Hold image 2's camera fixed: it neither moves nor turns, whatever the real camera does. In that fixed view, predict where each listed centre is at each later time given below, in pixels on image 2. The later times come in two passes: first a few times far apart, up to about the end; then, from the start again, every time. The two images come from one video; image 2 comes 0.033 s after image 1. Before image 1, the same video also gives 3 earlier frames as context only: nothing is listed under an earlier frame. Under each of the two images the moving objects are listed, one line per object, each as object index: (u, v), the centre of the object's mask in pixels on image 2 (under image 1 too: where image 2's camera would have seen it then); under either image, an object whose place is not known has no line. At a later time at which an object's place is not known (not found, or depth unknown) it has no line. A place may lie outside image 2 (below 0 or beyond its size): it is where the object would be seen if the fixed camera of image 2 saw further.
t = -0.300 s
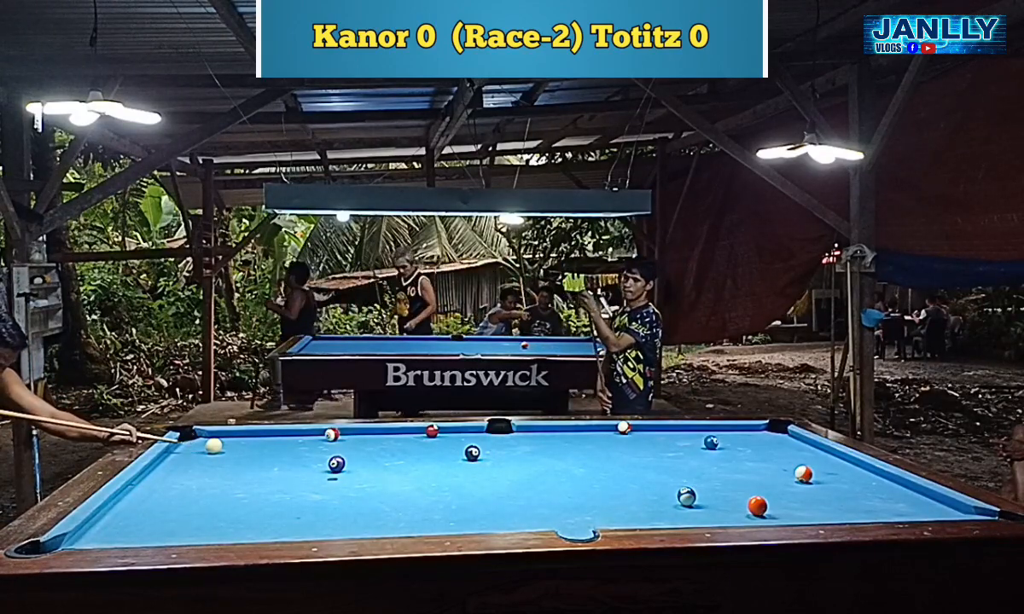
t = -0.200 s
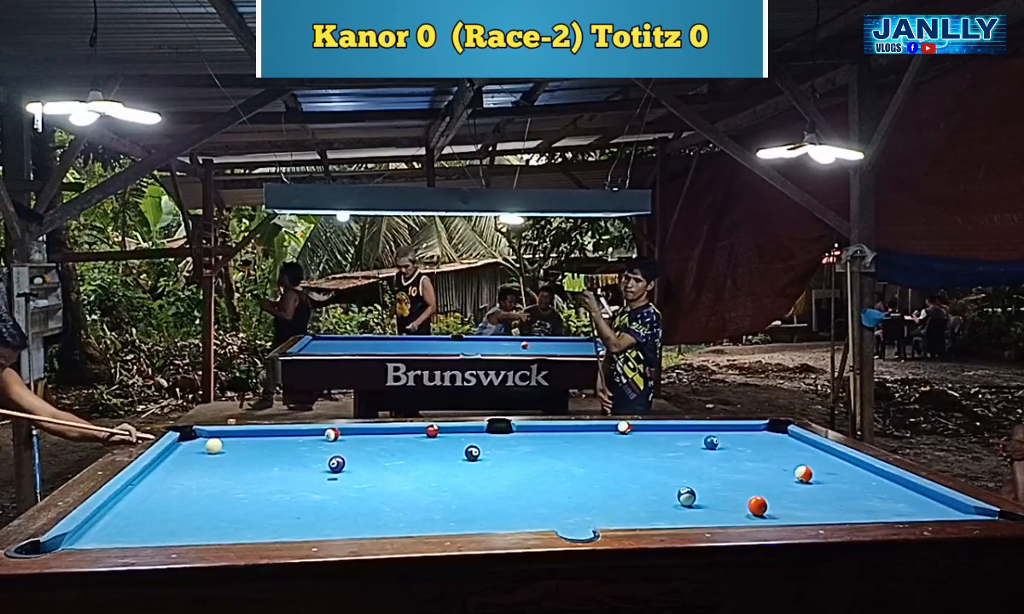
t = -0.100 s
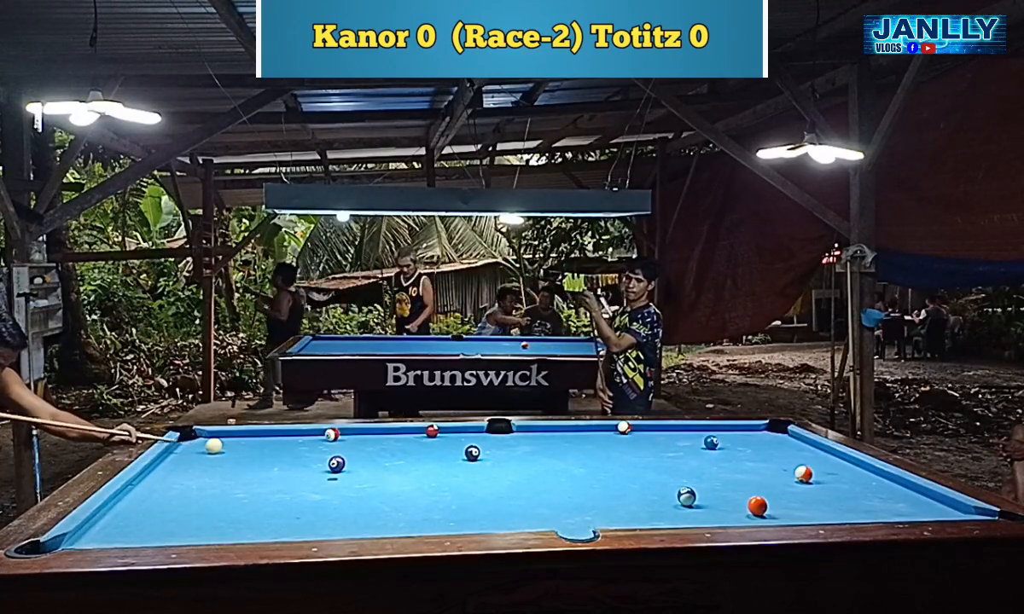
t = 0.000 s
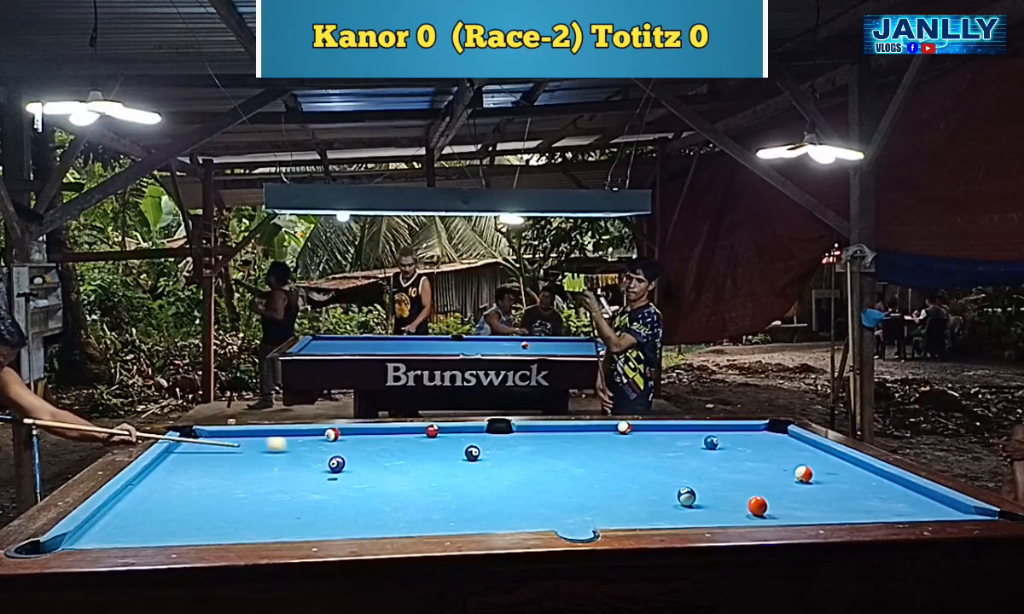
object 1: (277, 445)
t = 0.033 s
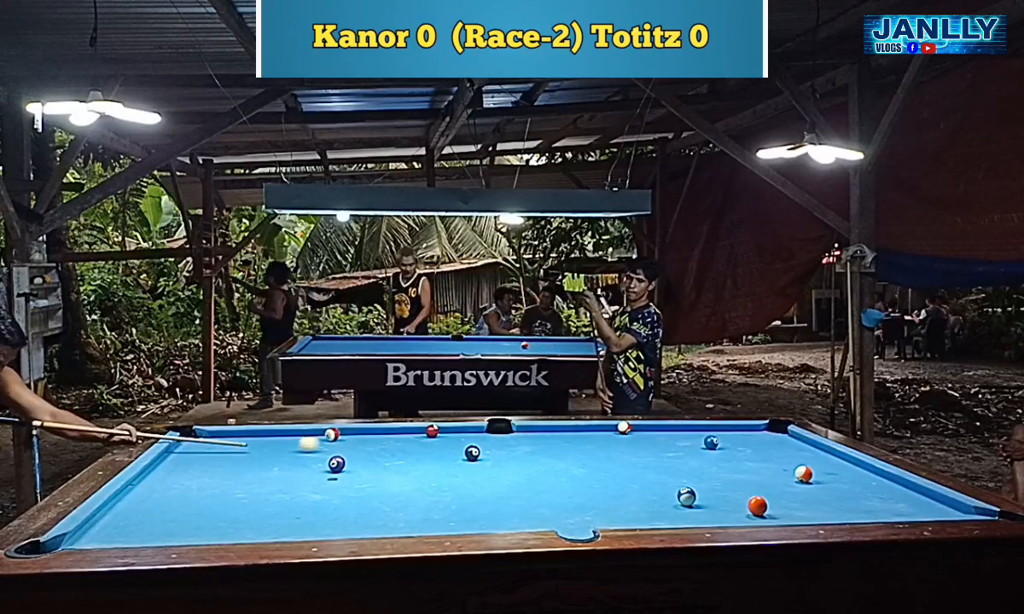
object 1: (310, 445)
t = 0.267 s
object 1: (507, 443)
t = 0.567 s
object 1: (714, 446)
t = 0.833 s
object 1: (835, 466)
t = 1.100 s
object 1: (856, 482)
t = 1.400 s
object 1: (830, 499)
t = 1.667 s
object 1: (803, 513)
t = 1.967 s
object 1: (739, 512)
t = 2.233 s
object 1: (679, 506)
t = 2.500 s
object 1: (624, 499)
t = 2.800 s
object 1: (567, 491)
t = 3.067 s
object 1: (520, 486)
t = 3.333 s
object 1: (477, 481)
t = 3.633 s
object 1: (433, 476)
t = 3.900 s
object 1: (397, 472)
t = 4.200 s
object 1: (360, 468)
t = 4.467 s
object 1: (336, 468)
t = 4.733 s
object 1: (320, 469)
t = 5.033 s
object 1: (304, 470)
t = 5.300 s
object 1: (292, 471)
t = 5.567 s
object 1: (282, 472)
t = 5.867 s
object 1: (272, 472)
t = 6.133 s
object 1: (266, 472)
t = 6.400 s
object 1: (262, 472)
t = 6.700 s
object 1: (260, 472)
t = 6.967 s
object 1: (259, 472)
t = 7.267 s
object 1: (259, 472)
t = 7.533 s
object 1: (259, 472)
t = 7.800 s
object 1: (259, 472)
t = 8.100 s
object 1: (259, 472)
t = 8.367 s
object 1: (259, 472)
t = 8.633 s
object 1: (259, 472)
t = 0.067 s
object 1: (341, 444)
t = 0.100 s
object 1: (370, 444)
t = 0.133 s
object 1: (399, 444)
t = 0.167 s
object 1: (427, 444)
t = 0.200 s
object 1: (455, 443)
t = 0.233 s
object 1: (482, 443)
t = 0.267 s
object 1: (507, 443)
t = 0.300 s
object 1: (532, 443)
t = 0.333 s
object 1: (556, 443)
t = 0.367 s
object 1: (581, 443)
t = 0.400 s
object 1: (605, 443)
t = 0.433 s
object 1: (629, 443)
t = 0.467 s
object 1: (653, 444)
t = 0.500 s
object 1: (677, 444)
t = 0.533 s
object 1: (701, 444)
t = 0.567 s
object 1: (714, 446)
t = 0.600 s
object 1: (726, 449)
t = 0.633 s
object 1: (740, 452)
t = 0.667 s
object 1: (754, 454)
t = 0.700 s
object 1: (769, 457)
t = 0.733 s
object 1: (785, 459)
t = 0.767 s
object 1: (800, 460)
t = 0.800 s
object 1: (818, 463)
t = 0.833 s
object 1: (835, 466)
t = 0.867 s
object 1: (852, 469)
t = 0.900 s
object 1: (870, 471)
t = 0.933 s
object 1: (875, 473)
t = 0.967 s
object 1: (870, 474)
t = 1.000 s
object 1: (866, 476)
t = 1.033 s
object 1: (862, 478)
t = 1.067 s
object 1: (859, 480)
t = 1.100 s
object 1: (856, 482)
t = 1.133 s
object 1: (854, 483)
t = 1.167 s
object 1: (851, 485)
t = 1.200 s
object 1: (848, 487)
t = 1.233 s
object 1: (845, 489)
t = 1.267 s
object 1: (842, 491)
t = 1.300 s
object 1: (839, 493)
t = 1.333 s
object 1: (836, 495)
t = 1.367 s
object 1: (833, 497)
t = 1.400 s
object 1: (830, 499)
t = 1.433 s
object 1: (827, 501)
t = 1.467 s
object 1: (823, 503)
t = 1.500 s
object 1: (820, 505)
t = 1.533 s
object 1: (817, 507)
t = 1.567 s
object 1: (814, 508)
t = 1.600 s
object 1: (810, 510)
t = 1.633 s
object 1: (807, 511)
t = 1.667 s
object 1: (803, 513)
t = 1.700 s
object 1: (800, 514)
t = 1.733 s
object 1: (796, 515)
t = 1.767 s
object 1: (787, 515)
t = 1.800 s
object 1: (779, 514)
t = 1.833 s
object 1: (771, 514)
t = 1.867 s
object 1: (763, 513)
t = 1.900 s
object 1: (755, 512)
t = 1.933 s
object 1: (747, 512)
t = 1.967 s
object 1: (739, 512)
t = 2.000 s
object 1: (731, 511)
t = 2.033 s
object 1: (723, 511)
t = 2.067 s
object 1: (716, 510)
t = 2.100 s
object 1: (708, 509)
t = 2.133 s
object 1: (701, 508)
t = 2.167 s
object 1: (693, 507)
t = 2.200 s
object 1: (686, 506)
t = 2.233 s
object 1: (679, 506)
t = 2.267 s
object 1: (671, 505)
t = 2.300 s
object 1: (664, 504)
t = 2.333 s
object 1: (657, 503)
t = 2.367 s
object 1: (650, 502)
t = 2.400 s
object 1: (644, 502)
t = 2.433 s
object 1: (637, 501)
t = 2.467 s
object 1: (630, 500)
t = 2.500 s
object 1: (624, 499)
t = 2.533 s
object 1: (617, 498)
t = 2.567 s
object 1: (610, 497)
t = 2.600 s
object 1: (604, 497)
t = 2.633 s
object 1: (597, 495)
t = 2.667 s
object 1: (591, 495)
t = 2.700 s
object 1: (585, 494)
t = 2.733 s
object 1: (579, 493)
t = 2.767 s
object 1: (573, 492)
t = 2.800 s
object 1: (567, 491)
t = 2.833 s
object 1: (561, 491)
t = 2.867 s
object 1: (555, 490)
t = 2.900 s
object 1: (549, 489)
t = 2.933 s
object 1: (543, 489)
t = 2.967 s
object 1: (537, 488)
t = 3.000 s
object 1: (531, 488)
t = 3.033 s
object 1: (526, 487)
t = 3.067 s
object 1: (520, 486)
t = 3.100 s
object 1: (514, 486)
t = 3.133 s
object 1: (509, 485)
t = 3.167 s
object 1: (503, 485)
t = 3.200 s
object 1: (498, 484)
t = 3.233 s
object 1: (493, 483)
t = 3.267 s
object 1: (488, 482)
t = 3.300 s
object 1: (483, 482)
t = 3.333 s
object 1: (477, 481)
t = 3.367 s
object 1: (472, 481)
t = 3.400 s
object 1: (467, 480)
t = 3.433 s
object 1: (462, 480)
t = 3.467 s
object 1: (457, 479)
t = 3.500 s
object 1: (452, 479)
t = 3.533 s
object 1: (447, 478)
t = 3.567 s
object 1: (442, 478)
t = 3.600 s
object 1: (437, 477)
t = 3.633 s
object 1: (433, 476)
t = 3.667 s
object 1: (428, 476)
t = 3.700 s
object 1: (424, 475)
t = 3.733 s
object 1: (419, 475)
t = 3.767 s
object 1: (415, 474)
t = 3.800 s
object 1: (410, 474)
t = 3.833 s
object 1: (405, 473)
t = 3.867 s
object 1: (401, 473)
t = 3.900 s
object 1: (397, 472)
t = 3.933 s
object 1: (392, 472)
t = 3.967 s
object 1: (388, 471)
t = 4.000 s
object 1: (384, 471)
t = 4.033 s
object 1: (380, 470)
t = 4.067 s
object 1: (376, 470)
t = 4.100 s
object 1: (371, 470)
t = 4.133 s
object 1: (368, 469)
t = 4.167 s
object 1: (363, 469)
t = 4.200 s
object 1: (360, 468)
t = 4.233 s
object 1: (356, 468)
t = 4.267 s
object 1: (352, 467)
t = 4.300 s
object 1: (348, 467)
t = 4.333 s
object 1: (345, 467)
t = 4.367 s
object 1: (343, 467)
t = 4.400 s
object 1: (341, 467)
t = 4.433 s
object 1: (338, 467)
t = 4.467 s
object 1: (336, 468)
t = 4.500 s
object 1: (334, 468)
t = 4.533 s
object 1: (332, 468)
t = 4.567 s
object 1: (330, 468)
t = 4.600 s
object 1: (328, 468)
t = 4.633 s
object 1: (325, 468)
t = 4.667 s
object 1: (324, 468)
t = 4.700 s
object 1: (322, 469)
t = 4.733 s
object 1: (320, 469)
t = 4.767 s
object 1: (318, 469)
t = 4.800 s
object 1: (316, 469)
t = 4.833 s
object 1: (314, 469)
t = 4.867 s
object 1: (312, 469)
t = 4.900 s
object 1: (311, 470)
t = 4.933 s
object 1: (309, 470)
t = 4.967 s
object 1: (307, 470)
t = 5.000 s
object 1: (305, 470)
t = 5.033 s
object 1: (304, 470)
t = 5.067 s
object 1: (302, 470)
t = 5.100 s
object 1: (301, 470)
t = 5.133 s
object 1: (299, 470)
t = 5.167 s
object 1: (297, 470)
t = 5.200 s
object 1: (296, 470)
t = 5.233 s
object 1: (295, 470)
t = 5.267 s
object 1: (293, 471)
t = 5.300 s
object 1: (292, 471)
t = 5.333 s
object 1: (290, 471)
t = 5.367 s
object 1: (289, 471)
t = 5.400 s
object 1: (288, 471)
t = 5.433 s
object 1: (286, 471)
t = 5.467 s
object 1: (285, 471)
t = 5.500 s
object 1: (284, 471)
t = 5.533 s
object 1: (283, 471)
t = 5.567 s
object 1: (282, 472)
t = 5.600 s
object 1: (280, 472)
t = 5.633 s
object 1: (279, 472)
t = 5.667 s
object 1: (278, 472)
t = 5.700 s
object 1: (277, 472)
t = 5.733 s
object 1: (276, 472)
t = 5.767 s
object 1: (275, 472)
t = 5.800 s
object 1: (274, 472)
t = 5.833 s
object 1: (273, 472)
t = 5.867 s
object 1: (272, 472)
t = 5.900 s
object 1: (272, 472)
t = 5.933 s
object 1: (271, 472)
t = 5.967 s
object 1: (270, 472)
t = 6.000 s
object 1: (269, 472)
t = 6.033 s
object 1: (268, 472)
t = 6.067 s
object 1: (268, 472)
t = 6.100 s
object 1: (267, 473)
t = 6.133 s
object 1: (266, 472)
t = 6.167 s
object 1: (266, 473)
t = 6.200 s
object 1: (265, 473)
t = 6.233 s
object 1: (265, 472)
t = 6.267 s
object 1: (264, 472)
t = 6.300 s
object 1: (264, 472)
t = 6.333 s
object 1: (263, 472)
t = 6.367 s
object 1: (263, 472)
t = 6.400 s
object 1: (262, 472)
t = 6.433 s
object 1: (262, 472)
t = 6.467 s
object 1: (261, 472)
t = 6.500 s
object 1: (261, 472)
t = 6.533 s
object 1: (261, 472)
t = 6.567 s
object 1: (260, 472)
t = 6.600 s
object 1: (260, 472)
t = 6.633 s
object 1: (260, 472)
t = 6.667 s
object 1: (260, 472)
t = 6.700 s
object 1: (260, 472)
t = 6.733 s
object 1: (260, 472)
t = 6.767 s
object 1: (260, 472)
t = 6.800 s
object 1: (260, 472)
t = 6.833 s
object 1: (259, 472)
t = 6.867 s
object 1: (259, 472)
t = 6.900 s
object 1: (259, 472)
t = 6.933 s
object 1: (259, 472)
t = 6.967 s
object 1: (259, 472)
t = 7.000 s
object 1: (259, 472)
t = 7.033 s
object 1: (259, 472)
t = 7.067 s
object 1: (259, 472)
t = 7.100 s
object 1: (259, 472)
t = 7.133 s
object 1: (259, 472)
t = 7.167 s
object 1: (259, 472)
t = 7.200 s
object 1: (259, 472)
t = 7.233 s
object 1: (259, 472)
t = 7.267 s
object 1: (259, 472)
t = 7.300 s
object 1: (259, 472)
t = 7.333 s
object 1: (259, 472)
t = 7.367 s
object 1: (259, 472)
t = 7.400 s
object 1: (259, 472)
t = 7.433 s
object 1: (259, 472)
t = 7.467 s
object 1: (259, 472)
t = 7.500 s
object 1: (259, 472)
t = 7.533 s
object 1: (259, 472)
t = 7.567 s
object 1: (259, 472)
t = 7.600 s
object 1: (259, 472)
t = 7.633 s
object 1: (259, 472)
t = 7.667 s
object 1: (259, 472)
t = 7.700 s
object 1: (259, 472)
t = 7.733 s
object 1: (259, 472)
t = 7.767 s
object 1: (259, 472)
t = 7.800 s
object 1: (259, 472)
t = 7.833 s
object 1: (259, 472)
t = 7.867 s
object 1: (259, 472)
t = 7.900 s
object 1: (259, 472)
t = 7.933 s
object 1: (259, 472)
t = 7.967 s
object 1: (259, 472)
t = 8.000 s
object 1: (259, 472)
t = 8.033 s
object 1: (259, 472)
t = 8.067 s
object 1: (259, 472)
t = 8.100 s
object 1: (259, 472)
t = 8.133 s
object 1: (259, 472)
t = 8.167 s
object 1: (259, 472)
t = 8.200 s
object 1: (259, 472)
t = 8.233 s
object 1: (259, 472)
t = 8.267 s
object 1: (259, 472)
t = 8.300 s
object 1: (259, 472)
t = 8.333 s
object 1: (259, 472)
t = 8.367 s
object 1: (259, 472)
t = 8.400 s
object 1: (259, 472)
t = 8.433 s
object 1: (259, 472)
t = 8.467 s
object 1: (259, 472)
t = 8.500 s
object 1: (259, 472)
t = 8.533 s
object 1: (259, 472)
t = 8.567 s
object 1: (259, 472)
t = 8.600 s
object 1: (259, 472)
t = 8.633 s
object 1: (259, 472)
